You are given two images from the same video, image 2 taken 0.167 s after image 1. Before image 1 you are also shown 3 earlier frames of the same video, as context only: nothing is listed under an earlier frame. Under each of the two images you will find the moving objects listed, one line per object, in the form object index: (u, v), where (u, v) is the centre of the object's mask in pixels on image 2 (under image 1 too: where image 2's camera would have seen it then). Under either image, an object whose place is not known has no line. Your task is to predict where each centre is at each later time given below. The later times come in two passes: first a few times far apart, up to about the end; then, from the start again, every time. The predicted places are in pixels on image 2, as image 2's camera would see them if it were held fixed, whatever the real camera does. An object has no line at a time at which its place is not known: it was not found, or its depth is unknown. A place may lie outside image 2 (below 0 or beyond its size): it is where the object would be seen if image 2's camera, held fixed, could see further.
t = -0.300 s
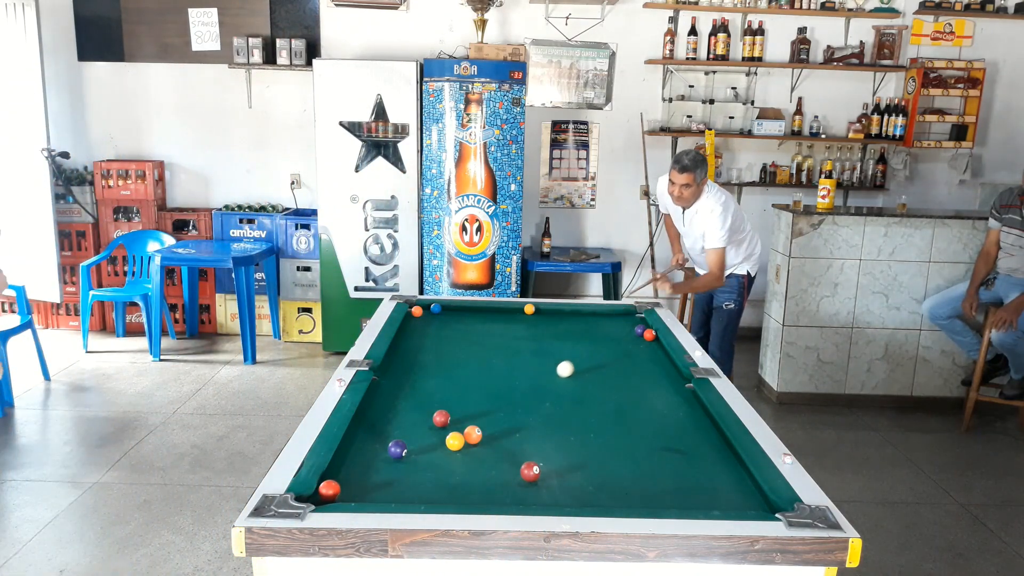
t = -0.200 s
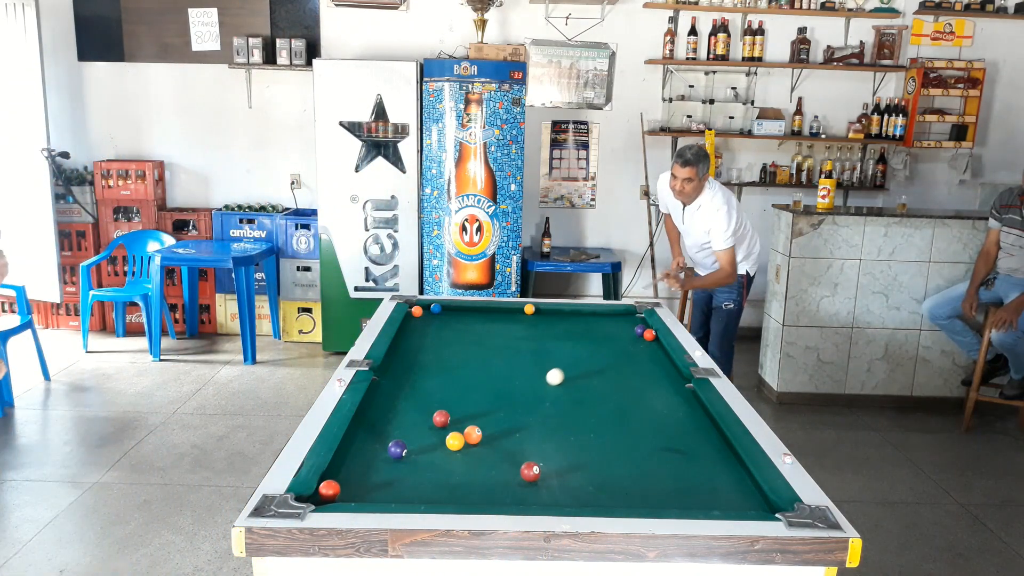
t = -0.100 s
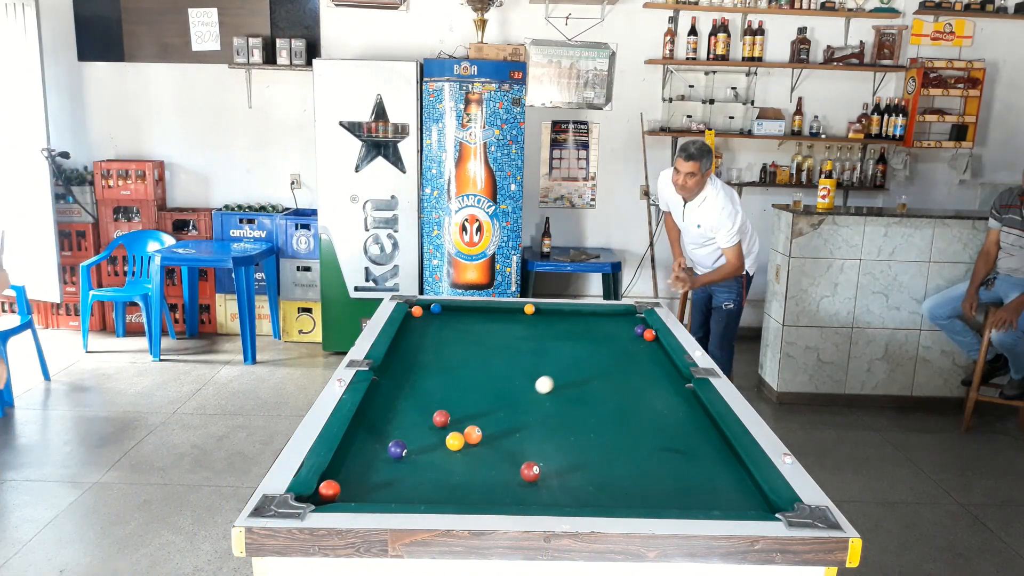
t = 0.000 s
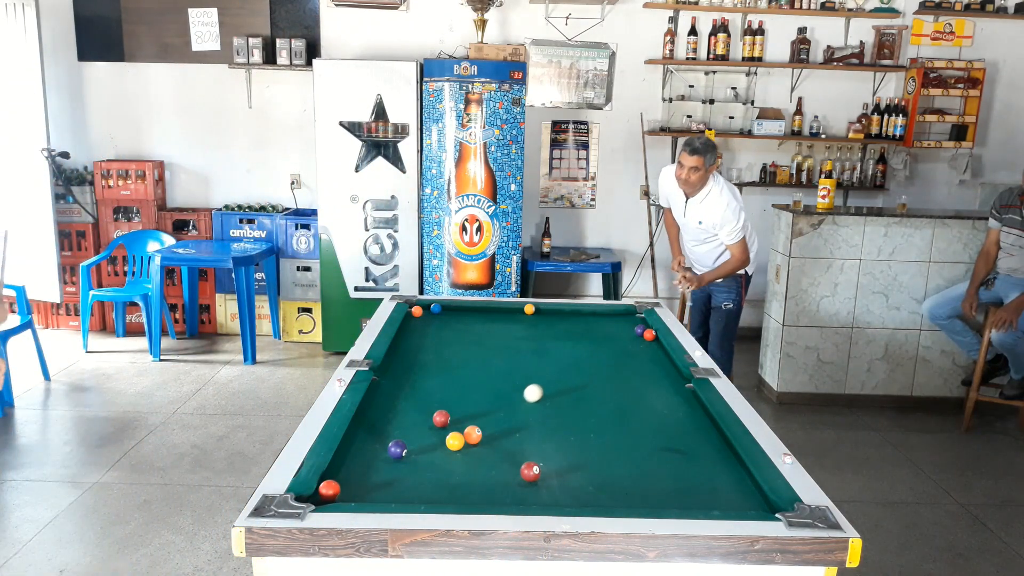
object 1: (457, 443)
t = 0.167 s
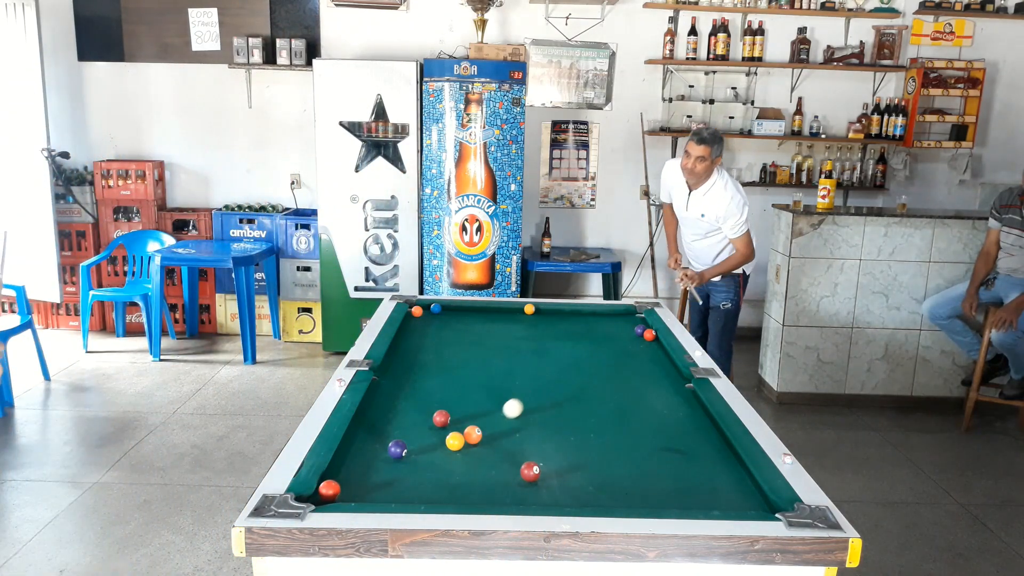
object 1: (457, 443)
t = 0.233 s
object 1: (457, 443)
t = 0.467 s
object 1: (445, 447)
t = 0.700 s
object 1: (405, 459)
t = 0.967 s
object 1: (362, 474)
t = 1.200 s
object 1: (331, 479)
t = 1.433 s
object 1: (345, 482)
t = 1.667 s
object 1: (357, 482)
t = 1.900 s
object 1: (367, 483)
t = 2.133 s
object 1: (374, 483)
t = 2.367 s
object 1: (379, 483)
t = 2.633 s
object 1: (381, 483)
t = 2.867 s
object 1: (380, 483)
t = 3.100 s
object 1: (379, 483)
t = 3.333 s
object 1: (379, 483)
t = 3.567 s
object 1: (379, 483)
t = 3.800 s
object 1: (379, 483)
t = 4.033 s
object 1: (379, 483)
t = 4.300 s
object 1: (379, 483)
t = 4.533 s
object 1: (379, 483)
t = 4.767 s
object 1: (379, 483)
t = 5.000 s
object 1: (379, 483)
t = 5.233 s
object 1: (379, 483)
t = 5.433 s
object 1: (379, 483)
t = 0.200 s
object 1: (457, 443)
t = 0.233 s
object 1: (457, 443)
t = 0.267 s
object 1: (457, 443)
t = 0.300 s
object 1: (457, 443)
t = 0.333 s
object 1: (457, 443)
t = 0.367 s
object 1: (456, 443)
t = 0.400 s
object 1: (452, 444)
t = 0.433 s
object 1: (449, 445)
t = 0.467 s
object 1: (445, 447)
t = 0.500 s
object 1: (437, 449)
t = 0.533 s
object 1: (431, 450)
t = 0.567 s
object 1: (426, 452)
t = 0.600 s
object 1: (421, 454)
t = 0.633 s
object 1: (415, 456)
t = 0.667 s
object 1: (410, 457)
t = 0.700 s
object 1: (405, 459)
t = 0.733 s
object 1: (400, 461)
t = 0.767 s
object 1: (394, 463)
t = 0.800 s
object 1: (389, 465)
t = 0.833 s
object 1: (383, 466)
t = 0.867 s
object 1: (378, 468)
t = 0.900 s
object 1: (372, 470)
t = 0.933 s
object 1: (367, 472)
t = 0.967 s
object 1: (362, 474)
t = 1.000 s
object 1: (356, 475)
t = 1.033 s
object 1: (351, 477)
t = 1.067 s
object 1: (346, 478)
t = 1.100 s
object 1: (342, 479)
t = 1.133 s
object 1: (338, 479)
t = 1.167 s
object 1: (334, 479)
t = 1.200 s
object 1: (331, 479)
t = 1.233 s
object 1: (333, 480)
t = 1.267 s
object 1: (335, 481)
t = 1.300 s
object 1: (336, 482)
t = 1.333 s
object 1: (338, 482)
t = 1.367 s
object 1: (341, 482)
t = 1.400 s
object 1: (343, 482)
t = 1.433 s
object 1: (345, 482)
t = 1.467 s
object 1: (347, 482)
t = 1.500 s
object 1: (348, 482)
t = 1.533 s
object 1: (350, 482)
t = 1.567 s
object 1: (352, 483)
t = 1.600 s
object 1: (354, 482)
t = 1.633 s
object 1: (356, 483)
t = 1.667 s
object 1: (357, 482)
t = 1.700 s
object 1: (359, 483)
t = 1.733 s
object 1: (360, 483)
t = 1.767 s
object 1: (362, 483)
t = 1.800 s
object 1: (363, 483)
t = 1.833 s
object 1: (364, 483)
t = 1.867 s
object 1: (366, 483)
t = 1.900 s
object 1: (367, 483)
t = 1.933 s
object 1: (368, 483)
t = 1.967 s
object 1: (369, 483)
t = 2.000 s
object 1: (371, 483)
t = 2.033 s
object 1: (372, 483)
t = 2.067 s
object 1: (373, 483)
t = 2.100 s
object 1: (374, 483)
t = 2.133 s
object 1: (374, 483)
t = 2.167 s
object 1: (375, 483)
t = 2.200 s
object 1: (376, 483)
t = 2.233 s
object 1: (377, 483)
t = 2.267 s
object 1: (377, 483)
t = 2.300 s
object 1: (378, 483)
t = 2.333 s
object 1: (379, 483)
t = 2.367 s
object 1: (379, 483)
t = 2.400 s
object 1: (380, 483)
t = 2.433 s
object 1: (380, 483)
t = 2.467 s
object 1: (380, 483)
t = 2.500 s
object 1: (381, 483)
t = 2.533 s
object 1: (381, 483)
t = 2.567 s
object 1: (381, 483)
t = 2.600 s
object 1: (381, 483)
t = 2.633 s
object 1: (381, 483)
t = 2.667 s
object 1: (381, 483)
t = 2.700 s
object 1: (381, 483)
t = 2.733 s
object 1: (381, 483)
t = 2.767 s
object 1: (380, 483)
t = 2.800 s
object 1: (380, 483)
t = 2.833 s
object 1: (380, 483)
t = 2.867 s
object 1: (380, 483)
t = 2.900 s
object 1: (380, 483)
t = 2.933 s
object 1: (380, 483)
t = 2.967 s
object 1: (380, 483)
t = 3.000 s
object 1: (380, 483)
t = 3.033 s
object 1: (380, 483)
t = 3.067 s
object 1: (379, 483)
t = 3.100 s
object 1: (379, 483)
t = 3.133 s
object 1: (379, 483)
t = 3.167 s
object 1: (379, 483)
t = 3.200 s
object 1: (379, 483)
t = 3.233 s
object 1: (379, 483)
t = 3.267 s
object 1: (379, 483)
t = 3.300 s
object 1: (379, 483)
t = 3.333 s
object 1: (379, 483)
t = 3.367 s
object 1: (379, 483)
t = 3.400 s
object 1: (379, 483)
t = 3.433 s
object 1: (379, 483)
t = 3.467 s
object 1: (379, 483)
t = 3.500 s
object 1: (379, 483)
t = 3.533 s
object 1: (379, 483)
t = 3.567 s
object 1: (379, 483)
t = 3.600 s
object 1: (379, 483)
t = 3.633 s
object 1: (379, 483)
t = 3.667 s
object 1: (379, 483)
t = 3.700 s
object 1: (379, 483)
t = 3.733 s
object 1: (379, 483)
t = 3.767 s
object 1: (379, 483)
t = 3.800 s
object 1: (379, 483)
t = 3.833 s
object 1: (379, 483)
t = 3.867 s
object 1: (379, 483)
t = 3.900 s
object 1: (379, 483)
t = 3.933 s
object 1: (379, 483)
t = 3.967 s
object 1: (379, 483)
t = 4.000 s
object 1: (379, 483)
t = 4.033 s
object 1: (379, 483)
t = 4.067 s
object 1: (379, 483)
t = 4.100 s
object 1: (379, 483)
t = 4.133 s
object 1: (379, 483)
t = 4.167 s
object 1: (379, 483)
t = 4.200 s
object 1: (379, 483)
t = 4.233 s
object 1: (379, 483)
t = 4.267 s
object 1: (379, 483)
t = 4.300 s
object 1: (379, 483)
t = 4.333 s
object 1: (379, 483)
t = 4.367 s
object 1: (379, 483)
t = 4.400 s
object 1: (379, 483)
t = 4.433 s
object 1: (379, 483)
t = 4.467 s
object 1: (379, 483)
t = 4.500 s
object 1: (379, 483)
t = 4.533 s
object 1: (379, 483)
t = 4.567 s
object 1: (379, 483)
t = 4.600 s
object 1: (379, 483)
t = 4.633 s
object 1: (379, 483)
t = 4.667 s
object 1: (379, 483)
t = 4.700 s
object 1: (379, 483)
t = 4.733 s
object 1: (379, 483)
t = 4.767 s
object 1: (379, 483)
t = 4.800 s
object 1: (379, 483)
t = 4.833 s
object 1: (379, 483)
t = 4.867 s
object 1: (379, 483)
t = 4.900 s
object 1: (379, 483)
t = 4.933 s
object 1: (379, 483)
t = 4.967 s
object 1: (379, 483)
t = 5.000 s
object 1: (379, 483)
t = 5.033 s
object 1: (379, 483)
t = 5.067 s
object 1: (379, 483)
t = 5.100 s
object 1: (379, 483)
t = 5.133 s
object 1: (379, 483)
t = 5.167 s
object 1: (379, 483)
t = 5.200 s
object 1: (379, 483)
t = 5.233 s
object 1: (379, 483)
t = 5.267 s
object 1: (379, 483)
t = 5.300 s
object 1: (379, 483)
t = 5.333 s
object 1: (379, 483)
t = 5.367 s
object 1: (379, 483)
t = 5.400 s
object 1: (379, 483)
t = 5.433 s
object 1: (379, 483)
